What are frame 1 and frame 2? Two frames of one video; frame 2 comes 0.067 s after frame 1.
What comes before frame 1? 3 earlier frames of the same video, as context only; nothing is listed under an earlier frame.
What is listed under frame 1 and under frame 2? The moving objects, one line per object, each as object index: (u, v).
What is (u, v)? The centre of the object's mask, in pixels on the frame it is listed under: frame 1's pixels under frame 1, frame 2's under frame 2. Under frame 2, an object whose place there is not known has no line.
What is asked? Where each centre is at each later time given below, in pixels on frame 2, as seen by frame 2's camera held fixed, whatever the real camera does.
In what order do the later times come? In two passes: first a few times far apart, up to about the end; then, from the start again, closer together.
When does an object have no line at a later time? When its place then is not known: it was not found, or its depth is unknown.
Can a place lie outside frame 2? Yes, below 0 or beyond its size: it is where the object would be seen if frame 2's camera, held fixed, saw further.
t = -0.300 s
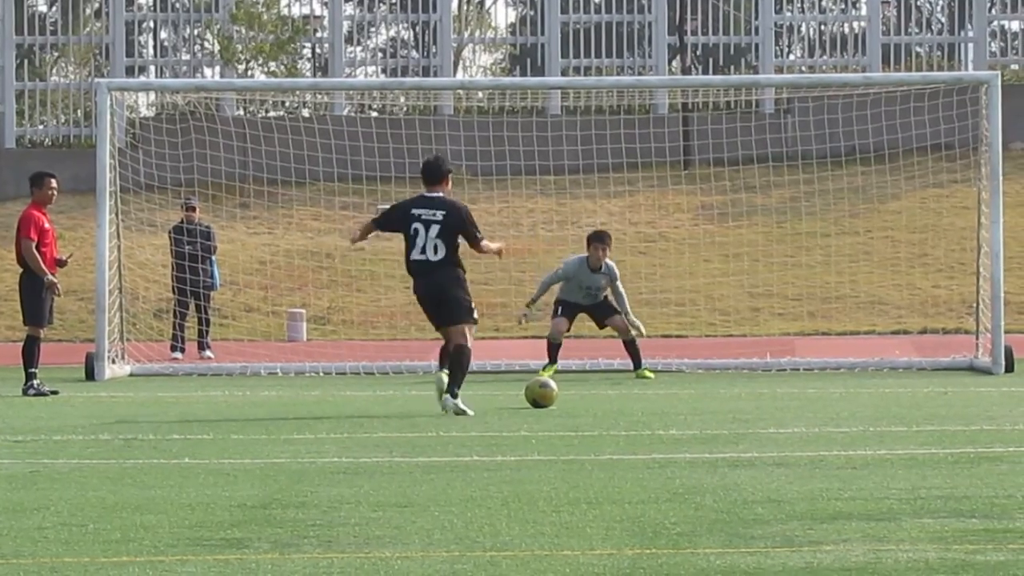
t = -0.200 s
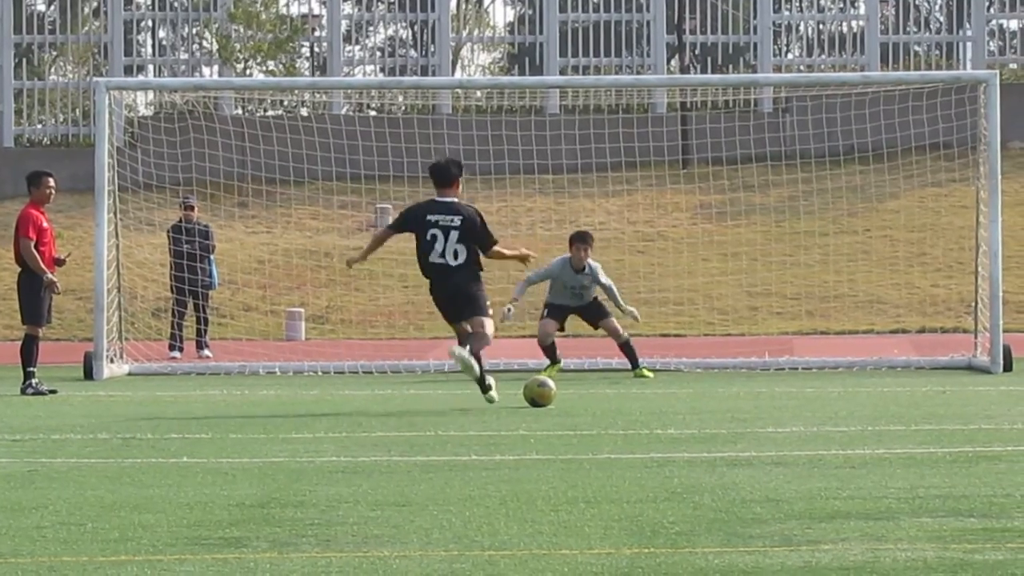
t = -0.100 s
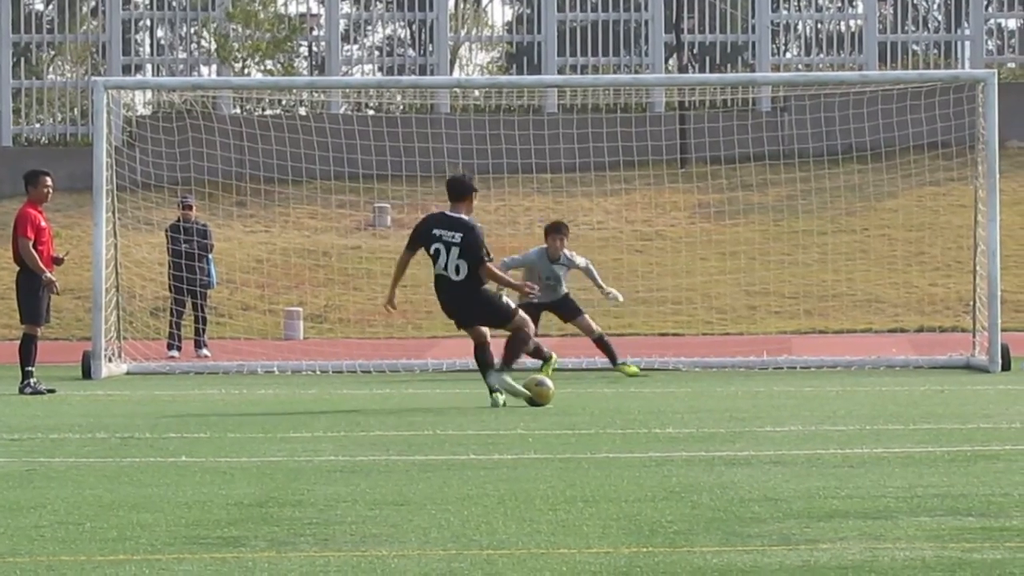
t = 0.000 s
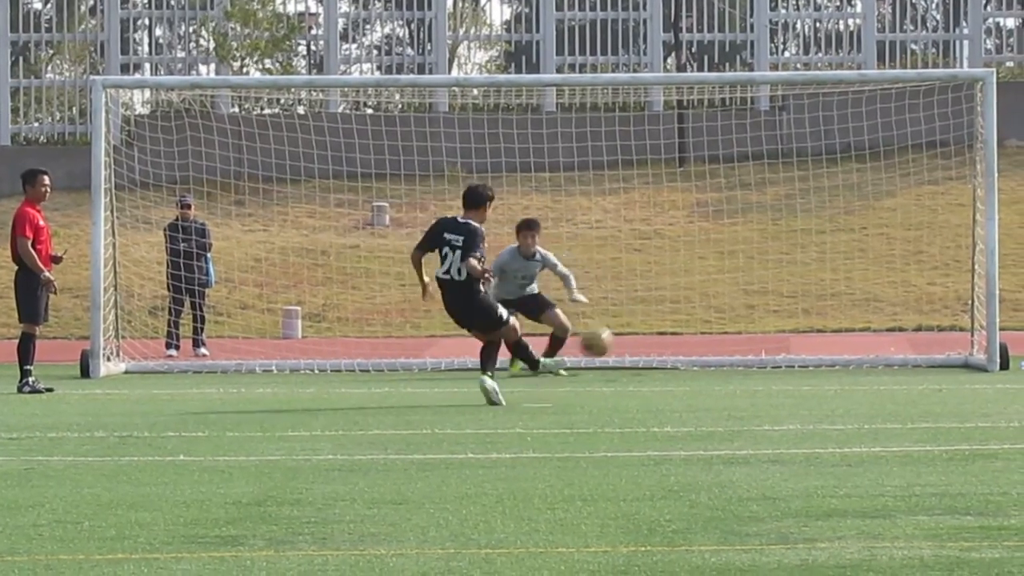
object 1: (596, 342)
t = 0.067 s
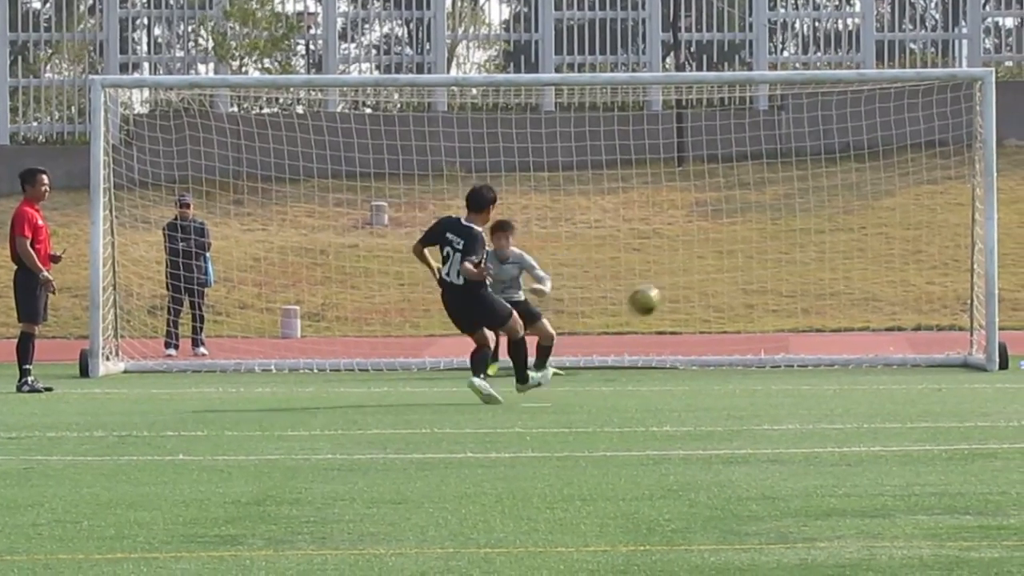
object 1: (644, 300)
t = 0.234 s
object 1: (734, 225)
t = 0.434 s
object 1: (802, 192)
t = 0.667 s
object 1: (858, 197)
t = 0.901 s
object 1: (909, 325)
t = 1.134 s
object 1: (934, 293)
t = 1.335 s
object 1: (955, 290)
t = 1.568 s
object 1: (977, 346)
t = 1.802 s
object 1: (932, 330)
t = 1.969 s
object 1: (894, 354)
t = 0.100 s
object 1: (666, 283)
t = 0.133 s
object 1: (685, 266)
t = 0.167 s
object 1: (703, 251)
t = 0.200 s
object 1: (719, 237)
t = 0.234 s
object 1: (734, 225)
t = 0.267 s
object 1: (747, 216)
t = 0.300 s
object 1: (760, 209)
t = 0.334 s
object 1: (772, 202)
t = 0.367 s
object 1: (782, 198)
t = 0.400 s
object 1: (793, 195)
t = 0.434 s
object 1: (802, 192)
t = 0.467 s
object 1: (809, 190)
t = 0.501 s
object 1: (814, 185)
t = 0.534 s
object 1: (819, 177)
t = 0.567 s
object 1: (828, 175)
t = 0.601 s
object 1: (838, 178)
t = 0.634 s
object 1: (848, 185)
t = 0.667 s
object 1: (858, 197)
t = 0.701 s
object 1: (868, 211)
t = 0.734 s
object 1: (876, 227)
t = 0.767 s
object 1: (884, 244)
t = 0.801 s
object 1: (890, 263)
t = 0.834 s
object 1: (897, 283)
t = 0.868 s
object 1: (903, 304)
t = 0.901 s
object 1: (909, 325)
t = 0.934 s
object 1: (914, 346)
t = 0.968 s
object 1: (918, 334)
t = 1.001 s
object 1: (921, 321)
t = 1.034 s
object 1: (924, 312)
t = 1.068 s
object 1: (928, 303)
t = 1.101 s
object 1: (931, 298)
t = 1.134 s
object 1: (934, 293)
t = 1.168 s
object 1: (937, 289)
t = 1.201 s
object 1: (941, 287)
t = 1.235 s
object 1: (944, 285)
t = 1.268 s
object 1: (948, 286)
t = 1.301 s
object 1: (951, 287)
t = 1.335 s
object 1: (955, 290)
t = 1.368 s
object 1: (958, 294)
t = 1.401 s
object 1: (961, 300)
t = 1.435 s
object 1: (965, 306)
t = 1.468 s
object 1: (969, 314)
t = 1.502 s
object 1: (972, 323)
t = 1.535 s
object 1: (975, 334)
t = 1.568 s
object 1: (977, 346)
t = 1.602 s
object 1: (975, 345)
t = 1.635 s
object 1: (969, 339)
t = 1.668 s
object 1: (962, 335)
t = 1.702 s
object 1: (954, 332)
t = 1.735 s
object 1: (947, 330)
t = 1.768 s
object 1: (939, 329)
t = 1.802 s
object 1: (932, 330)
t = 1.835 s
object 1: (924, 332)
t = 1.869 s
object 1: (916, 335)
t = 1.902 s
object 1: (909, 340)
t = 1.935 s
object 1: (902, 346)
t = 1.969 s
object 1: (894, 354)
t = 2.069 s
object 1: (877, 354)
